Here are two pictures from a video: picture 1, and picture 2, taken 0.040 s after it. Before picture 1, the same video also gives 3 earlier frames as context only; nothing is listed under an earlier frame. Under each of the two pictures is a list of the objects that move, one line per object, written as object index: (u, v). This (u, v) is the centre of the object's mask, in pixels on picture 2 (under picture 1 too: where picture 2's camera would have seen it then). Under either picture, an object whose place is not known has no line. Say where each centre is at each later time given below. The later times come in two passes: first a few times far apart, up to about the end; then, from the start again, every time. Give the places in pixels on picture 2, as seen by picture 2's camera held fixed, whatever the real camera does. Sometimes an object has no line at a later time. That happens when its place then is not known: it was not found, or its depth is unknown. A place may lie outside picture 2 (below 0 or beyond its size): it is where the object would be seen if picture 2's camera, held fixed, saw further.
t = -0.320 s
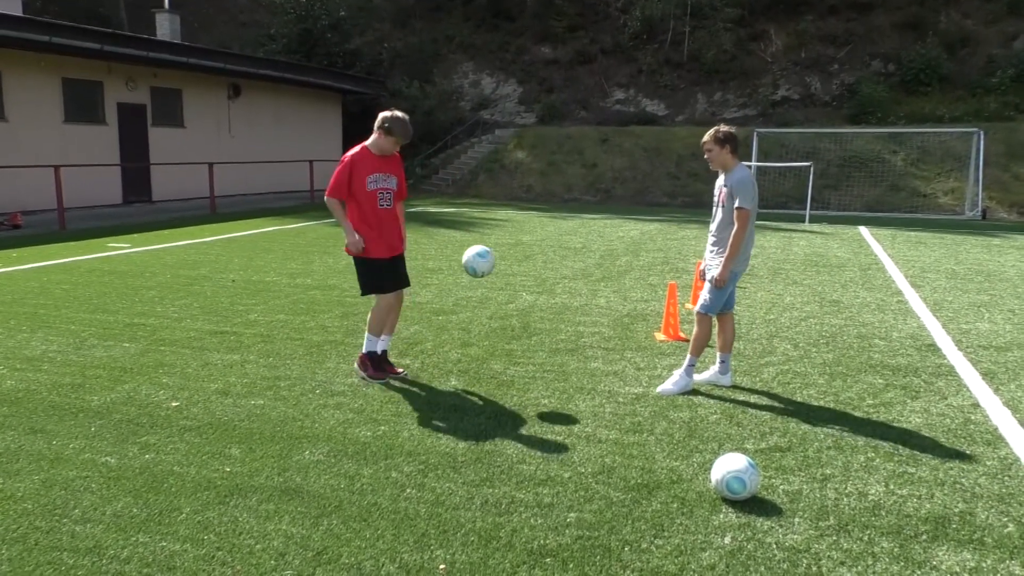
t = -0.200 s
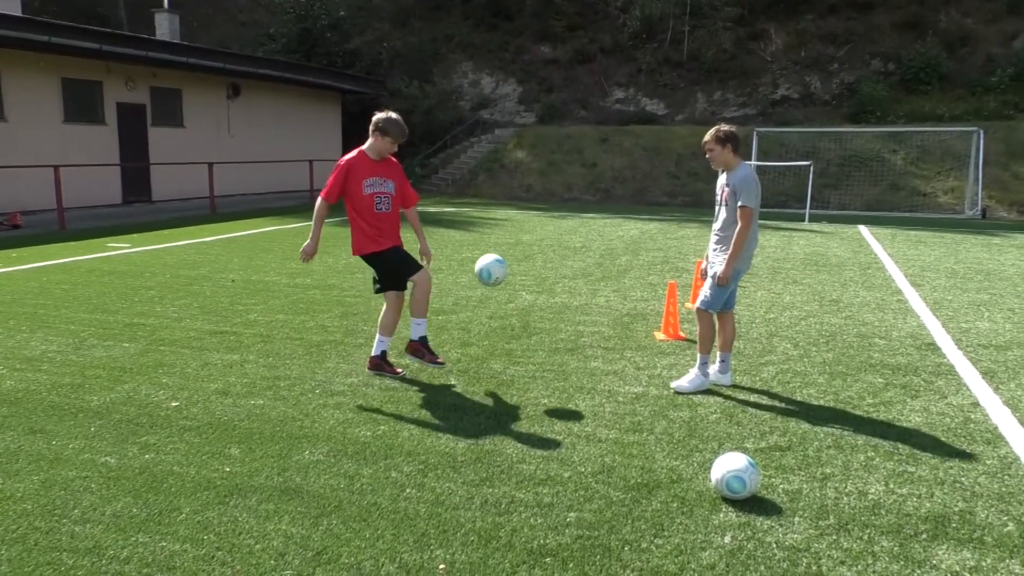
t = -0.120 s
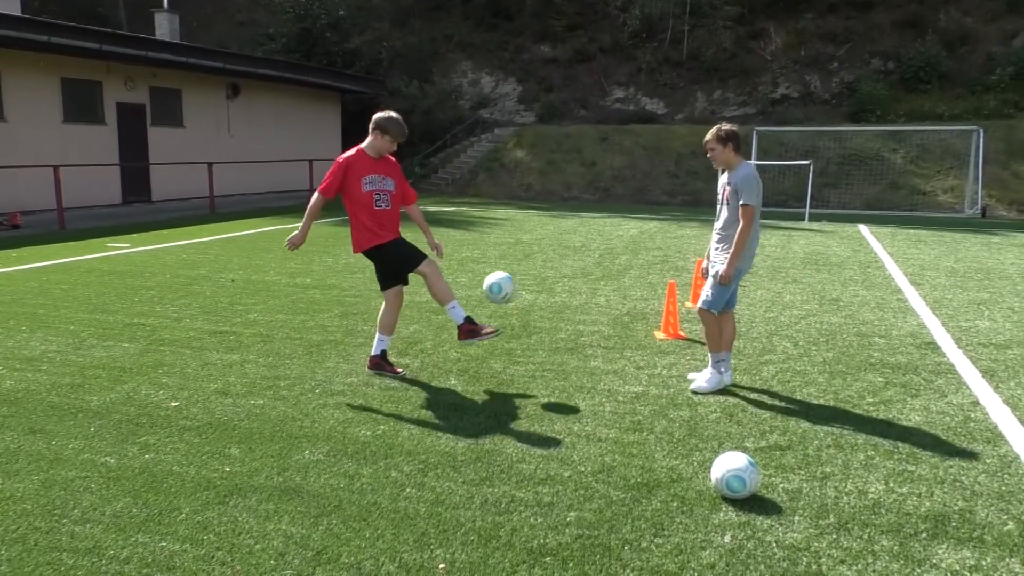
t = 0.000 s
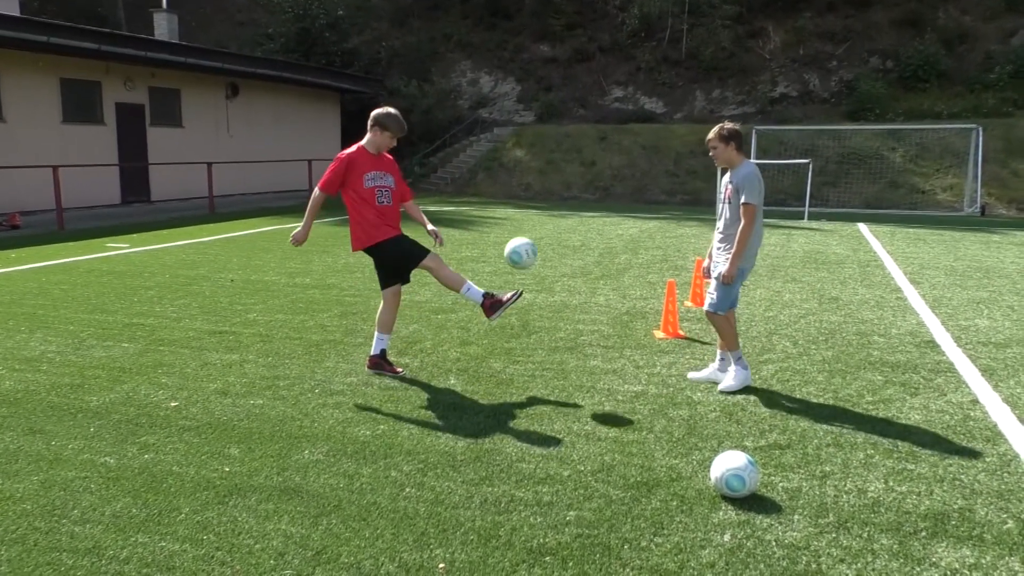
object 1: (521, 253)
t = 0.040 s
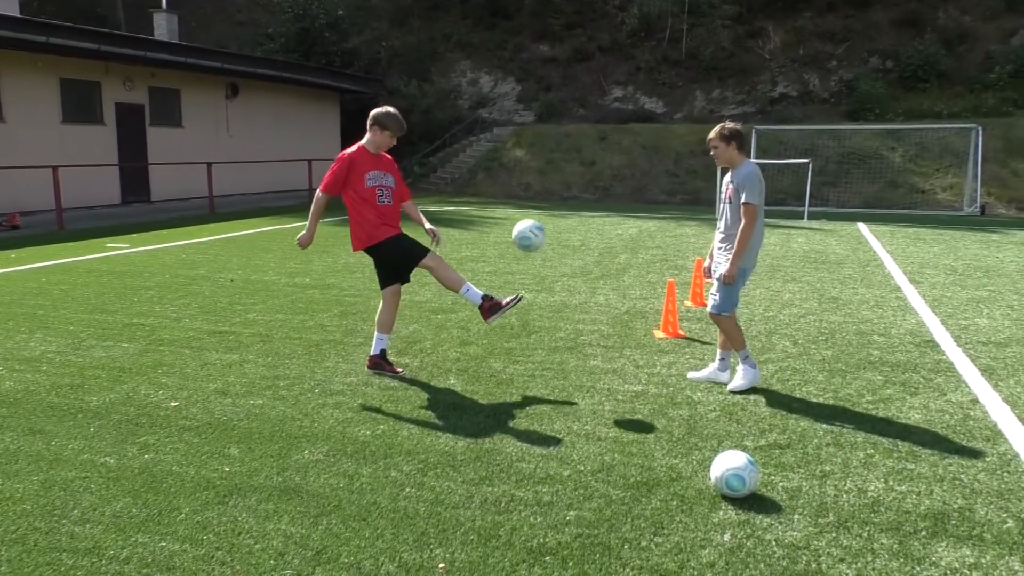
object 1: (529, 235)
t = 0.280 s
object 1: (578, 180)
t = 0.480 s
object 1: (620, 203)
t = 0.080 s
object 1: (537, 220)
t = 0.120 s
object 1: (544, 207)
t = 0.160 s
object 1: (553, 196)
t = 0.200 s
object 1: (561, 188)
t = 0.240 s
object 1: (569, 183)
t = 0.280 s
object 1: (578, 180)
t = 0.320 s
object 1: (586, 180)
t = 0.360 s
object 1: (594, 182)
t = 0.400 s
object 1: (603, 186)
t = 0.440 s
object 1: (612, 194)
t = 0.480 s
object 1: (620, 203)
